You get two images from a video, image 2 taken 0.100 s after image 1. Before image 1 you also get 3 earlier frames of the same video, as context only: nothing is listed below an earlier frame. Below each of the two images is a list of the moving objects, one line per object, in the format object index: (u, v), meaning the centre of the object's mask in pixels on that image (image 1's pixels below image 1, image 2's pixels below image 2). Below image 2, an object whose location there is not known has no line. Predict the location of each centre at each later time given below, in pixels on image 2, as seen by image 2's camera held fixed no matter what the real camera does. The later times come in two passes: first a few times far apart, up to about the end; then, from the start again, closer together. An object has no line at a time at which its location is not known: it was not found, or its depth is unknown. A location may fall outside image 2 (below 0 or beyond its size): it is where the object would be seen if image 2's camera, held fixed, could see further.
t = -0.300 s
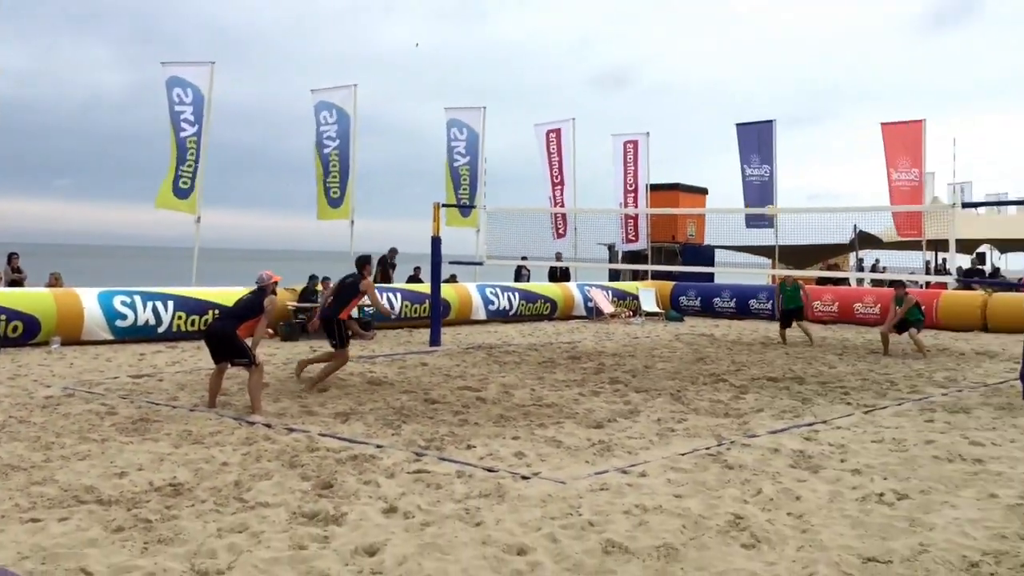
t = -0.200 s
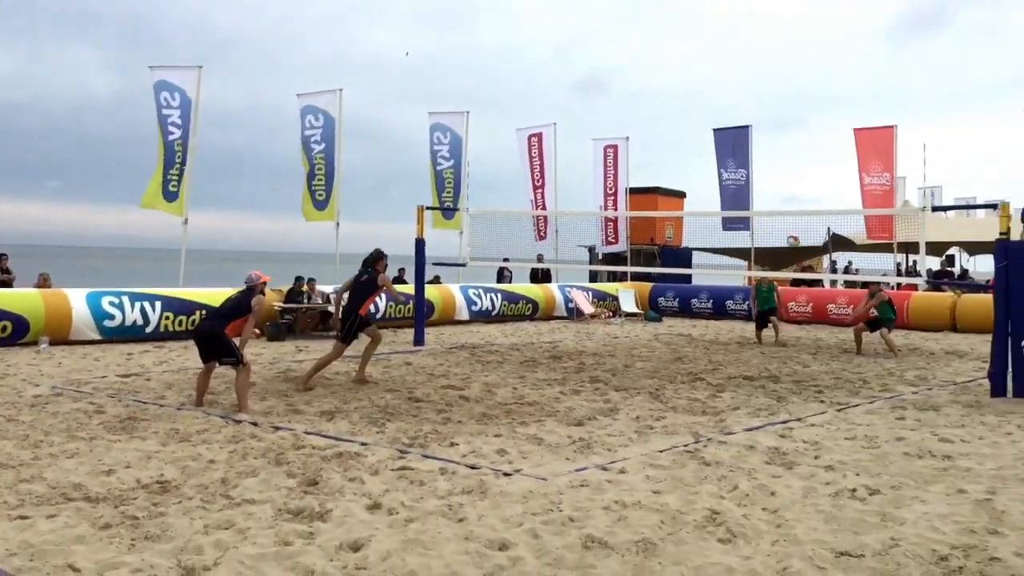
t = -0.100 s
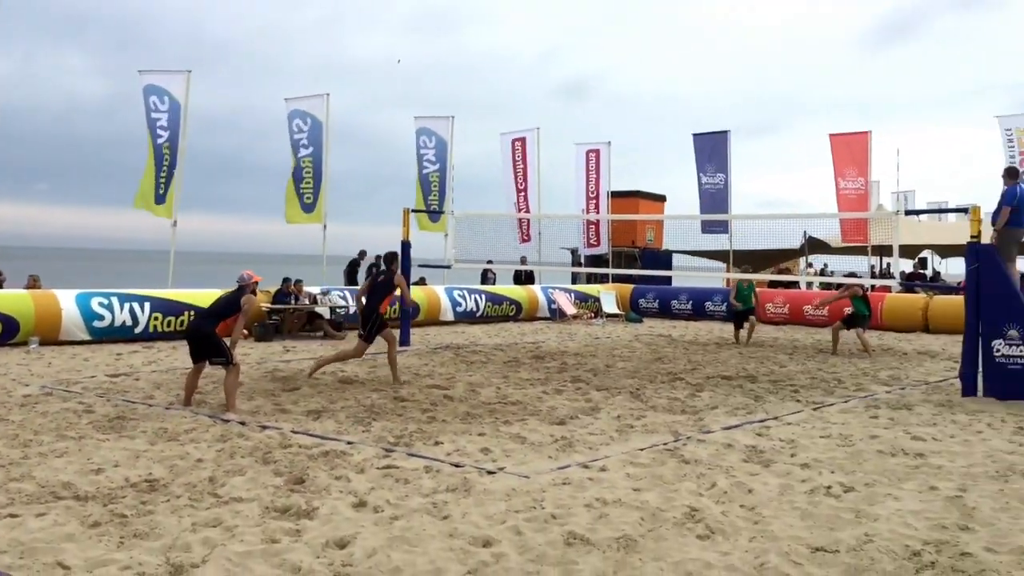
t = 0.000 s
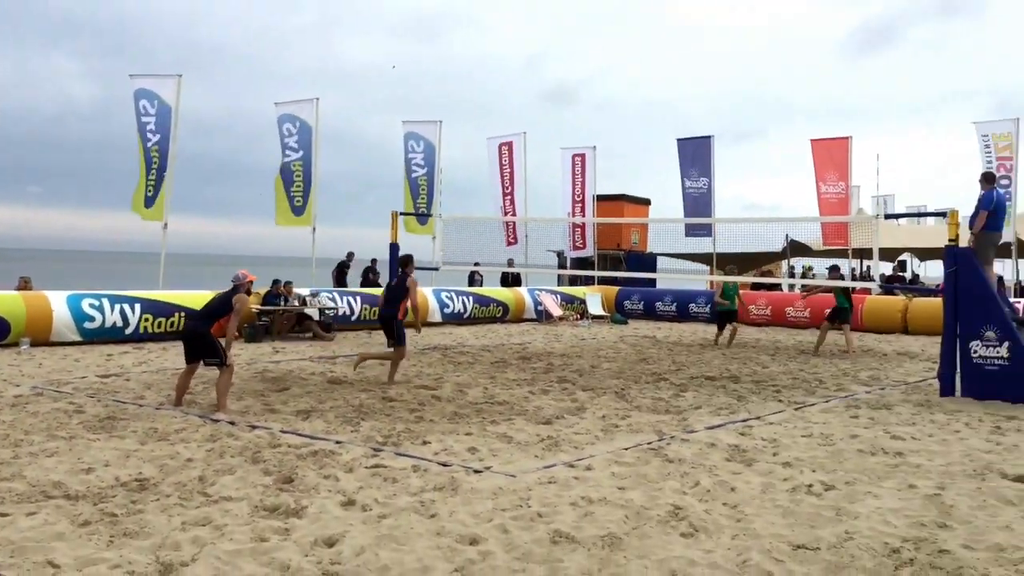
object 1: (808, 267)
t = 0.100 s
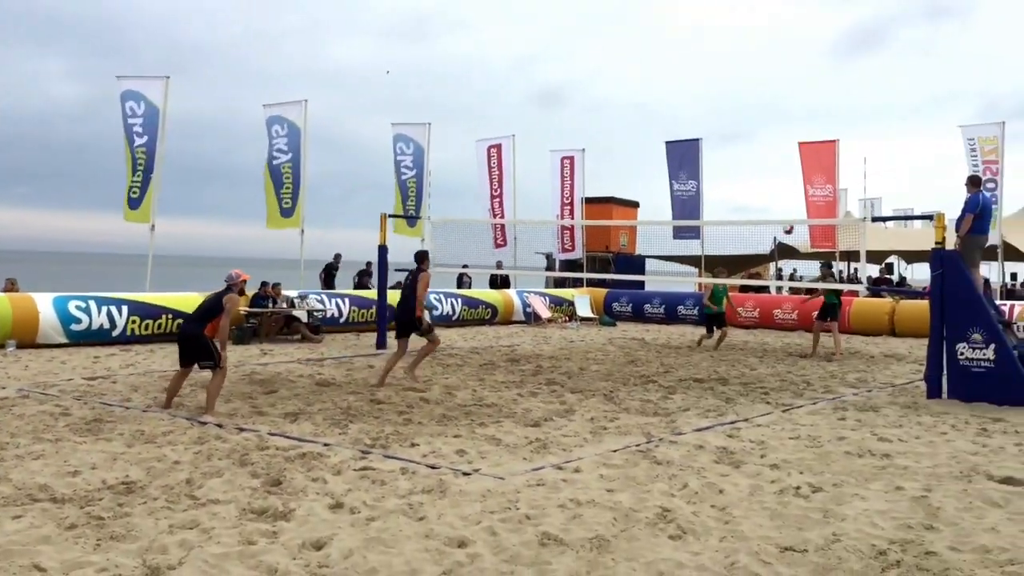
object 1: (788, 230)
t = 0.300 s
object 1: (779, 167)
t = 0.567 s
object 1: (759, 110)
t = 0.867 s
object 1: (733, 91)
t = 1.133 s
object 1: (708, 118)
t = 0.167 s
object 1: (785, 207)
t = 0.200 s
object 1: (783, 195)
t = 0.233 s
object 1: (782, 186)
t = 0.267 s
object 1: (781, 176)
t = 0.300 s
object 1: (779, 167)
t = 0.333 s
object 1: (777, 158)
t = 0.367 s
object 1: (774, 149)
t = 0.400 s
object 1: (772, 141)
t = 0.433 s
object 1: (769, 134)
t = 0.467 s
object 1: (767, 127)
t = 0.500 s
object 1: (764, 120)
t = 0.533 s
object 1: (762, 115)
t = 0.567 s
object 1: (759, 110)
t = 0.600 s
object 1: (756, 106)
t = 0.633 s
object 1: (753, 102)
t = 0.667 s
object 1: (750, 99)
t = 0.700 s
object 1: (748, 96)
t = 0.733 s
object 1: (745, 93)
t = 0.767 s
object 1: (742, 91)
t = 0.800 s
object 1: (739, 91)
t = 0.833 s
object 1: (736, 91)
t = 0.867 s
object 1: (733, 91)
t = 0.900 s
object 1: (731, 92)
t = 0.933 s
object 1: (727, 93)
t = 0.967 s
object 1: (724, 96)
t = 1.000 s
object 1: (721, 99)
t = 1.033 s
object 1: (718, 103)
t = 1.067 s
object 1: (714, 107)
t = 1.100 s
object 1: (711, 112)
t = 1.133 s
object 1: (708, 118)
